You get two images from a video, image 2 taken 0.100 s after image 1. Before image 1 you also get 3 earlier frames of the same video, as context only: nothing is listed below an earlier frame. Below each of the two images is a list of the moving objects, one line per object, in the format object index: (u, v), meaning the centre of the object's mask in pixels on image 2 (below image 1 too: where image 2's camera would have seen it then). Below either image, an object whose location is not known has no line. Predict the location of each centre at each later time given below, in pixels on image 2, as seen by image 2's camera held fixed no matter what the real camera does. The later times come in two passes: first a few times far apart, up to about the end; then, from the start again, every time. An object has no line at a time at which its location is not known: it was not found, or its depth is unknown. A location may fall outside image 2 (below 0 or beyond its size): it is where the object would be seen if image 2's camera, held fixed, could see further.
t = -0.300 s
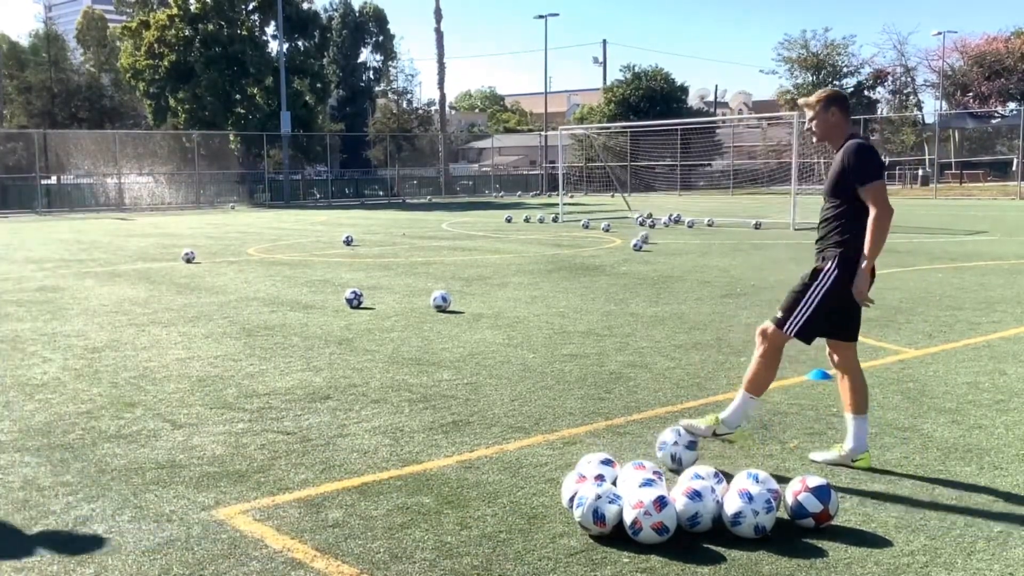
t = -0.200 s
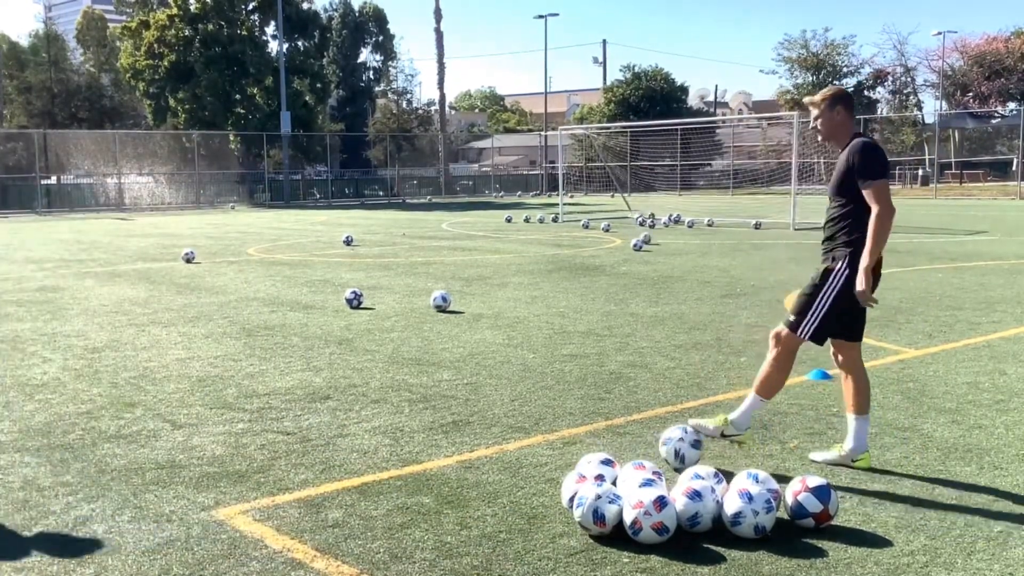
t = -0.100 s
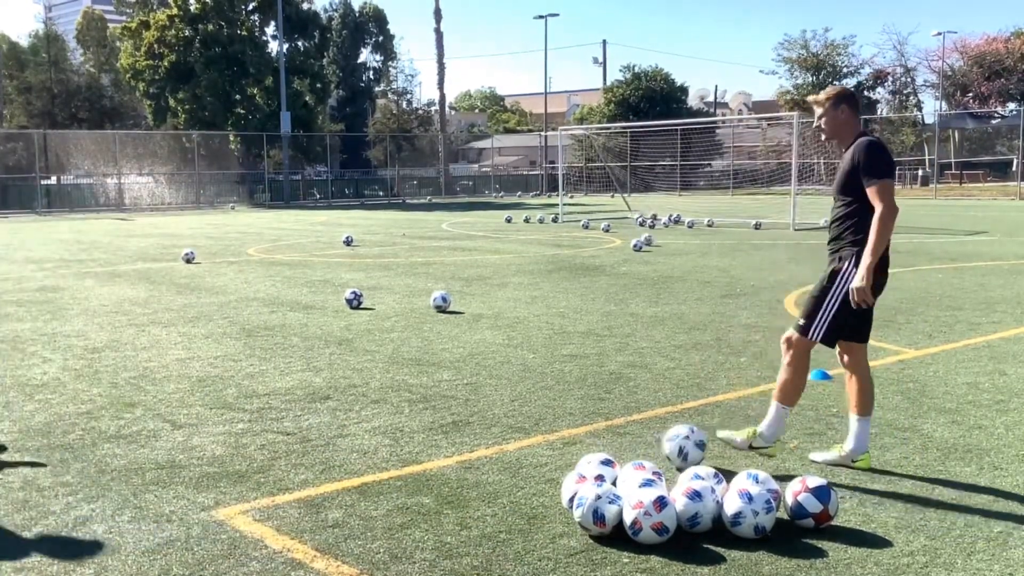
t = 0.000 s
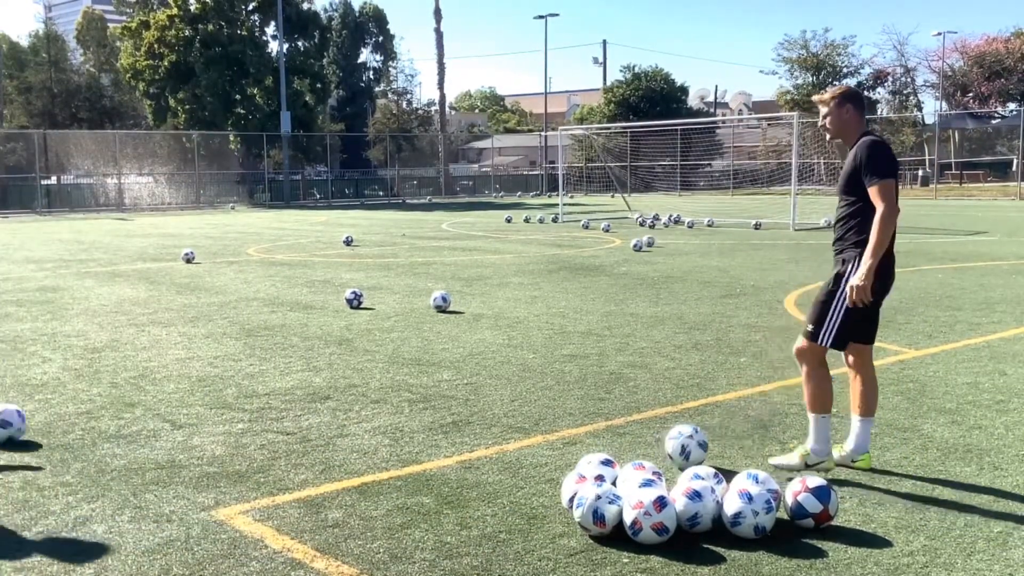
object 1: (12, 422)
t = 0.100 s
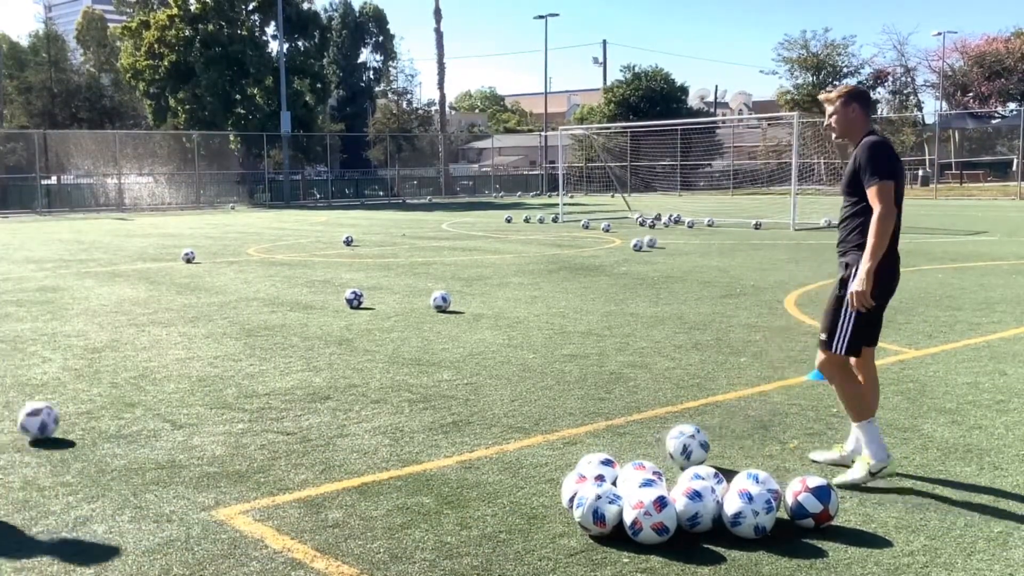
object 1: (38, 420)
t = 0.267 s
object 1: (90, 417)
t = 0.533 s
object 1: (167, 412)
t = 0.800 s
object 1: (237, 407)
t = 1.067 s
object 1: (298, 401)
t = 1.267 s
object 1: (339, 399)
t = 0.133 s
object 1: (49, 420)
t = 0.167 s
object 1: (60, 420)
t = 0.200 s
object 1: (69, 419)
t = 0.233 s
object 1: (80, 418)
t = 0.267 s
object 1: (90, 417)
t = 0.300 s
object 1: (99, 416)
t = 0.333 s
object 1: (110, 416)
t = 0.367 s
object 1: (120, 416)
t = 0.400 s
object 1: (130, 414)
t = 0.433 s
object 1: (140, 414)
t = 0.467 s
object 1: (149, 413)
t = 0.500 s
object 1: (157, 412)
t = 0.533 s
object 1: (167, 412)
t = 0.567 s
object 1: (176, 411)
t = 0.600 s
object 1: (185, 410)
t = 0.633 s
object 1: (194, 410)
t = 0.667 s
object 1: (202, 409)
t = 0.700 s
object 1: (211, 409)
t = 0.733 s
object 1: (220, 408)
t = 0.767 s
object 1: (229, 407)
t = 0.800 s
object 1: (237, 407)
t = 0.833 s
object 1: (245, 406)
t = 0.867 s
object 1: (253, 406)
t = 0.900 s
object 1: (261, 404)
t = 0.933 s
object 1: (269, 404)
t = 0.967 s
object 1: (276, 403)
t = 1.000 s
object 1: (283, 402)
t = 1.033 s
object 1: (290, 402)
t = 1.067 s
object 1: (298, 401)
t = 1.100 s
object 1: (305, 401)
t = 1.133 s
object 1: (312, 401)
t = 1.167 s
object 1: (319, 400)
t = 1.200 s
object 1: (325, 400)
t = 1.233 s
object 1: (333, 399)
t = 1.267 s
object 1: (339, 399)
